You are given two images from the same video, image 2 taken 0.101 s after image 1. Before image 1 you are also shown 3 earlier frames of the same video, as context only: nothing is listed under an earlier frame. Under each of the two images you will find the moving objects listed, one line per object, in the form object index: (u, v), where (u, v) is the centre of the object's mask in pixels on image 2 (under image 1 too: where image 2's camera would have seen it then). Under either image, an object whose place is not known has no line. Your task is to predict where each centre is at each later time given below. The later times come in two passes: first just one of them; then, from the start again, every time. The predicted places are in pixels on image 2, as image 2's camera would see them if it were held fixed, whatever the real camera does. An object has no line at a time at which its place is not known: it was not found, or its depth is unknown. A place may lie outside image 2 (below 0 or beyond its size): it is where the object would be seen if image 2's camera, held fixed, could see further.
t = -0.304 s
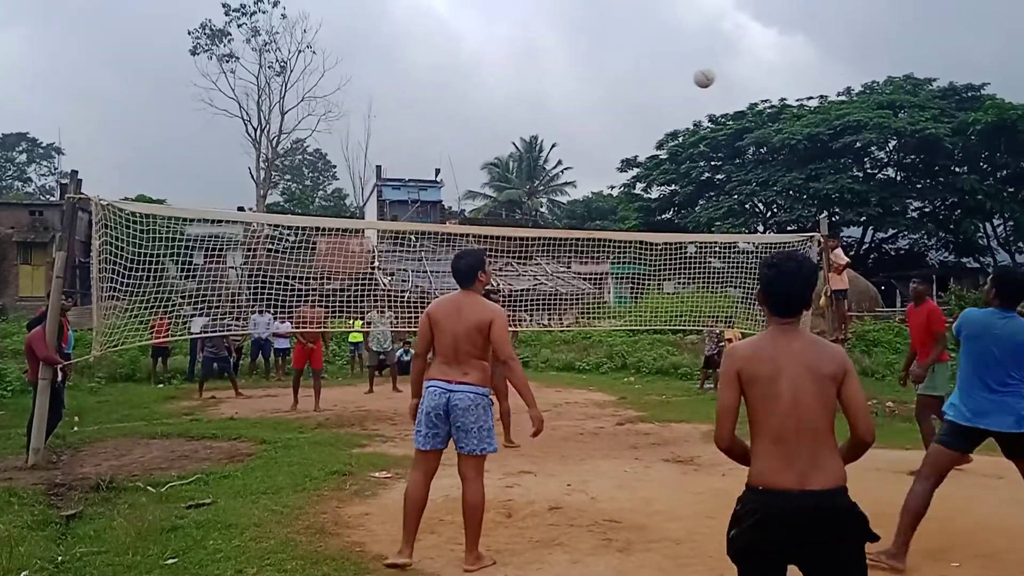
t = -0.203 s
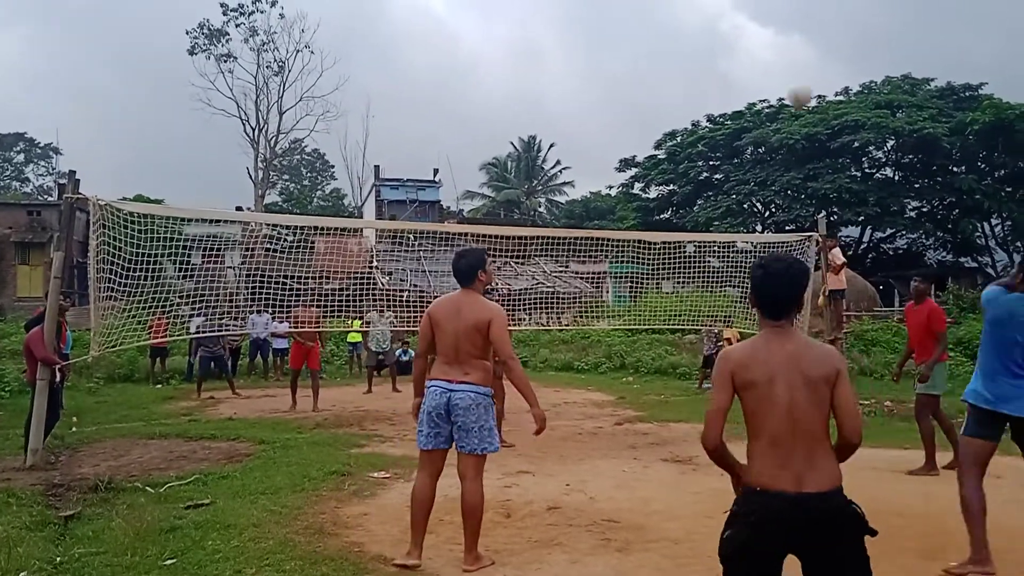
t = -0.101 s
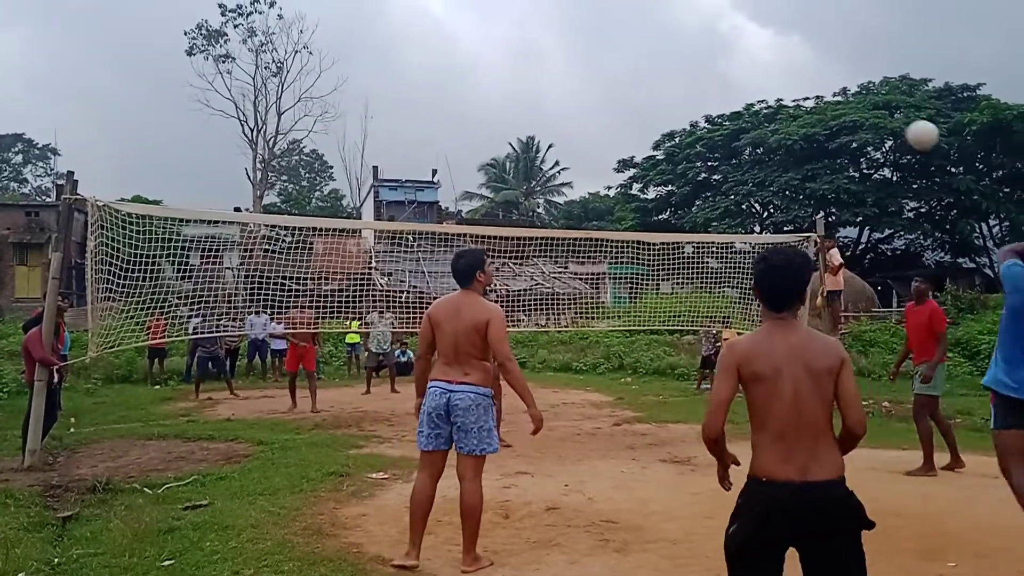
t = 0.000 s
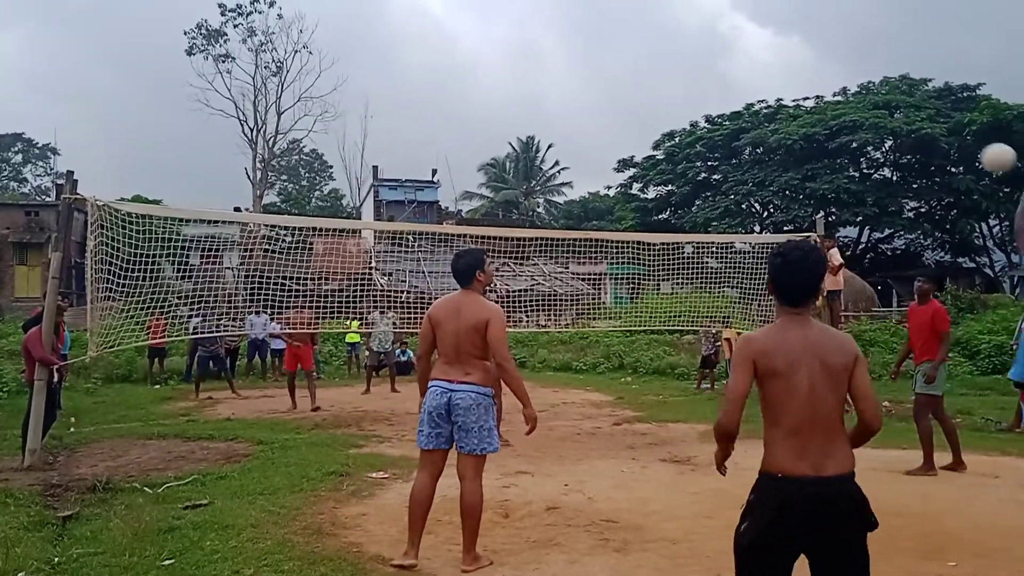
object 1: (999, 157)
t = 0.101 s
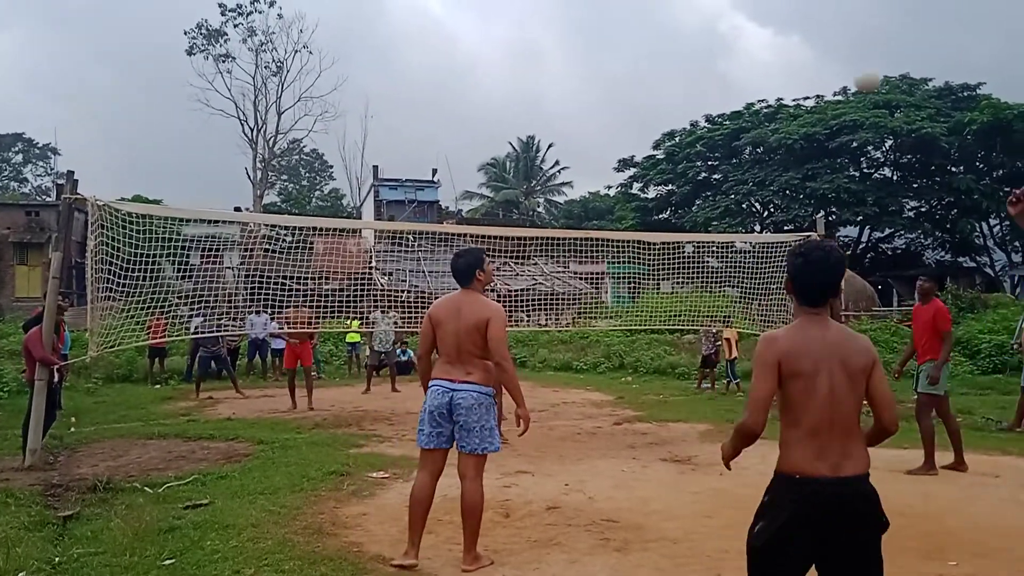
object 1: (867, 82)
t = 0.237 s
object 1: (740, 23)
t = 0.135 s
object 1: (831, 63)
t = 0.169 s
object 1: (798, 46)
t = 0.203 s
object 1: (768, 34)
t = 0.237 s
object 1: (740, 23)
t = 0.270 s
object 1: (715, 15)
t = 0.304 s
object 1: (692, 9)
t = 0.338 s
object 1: (670, 7)
